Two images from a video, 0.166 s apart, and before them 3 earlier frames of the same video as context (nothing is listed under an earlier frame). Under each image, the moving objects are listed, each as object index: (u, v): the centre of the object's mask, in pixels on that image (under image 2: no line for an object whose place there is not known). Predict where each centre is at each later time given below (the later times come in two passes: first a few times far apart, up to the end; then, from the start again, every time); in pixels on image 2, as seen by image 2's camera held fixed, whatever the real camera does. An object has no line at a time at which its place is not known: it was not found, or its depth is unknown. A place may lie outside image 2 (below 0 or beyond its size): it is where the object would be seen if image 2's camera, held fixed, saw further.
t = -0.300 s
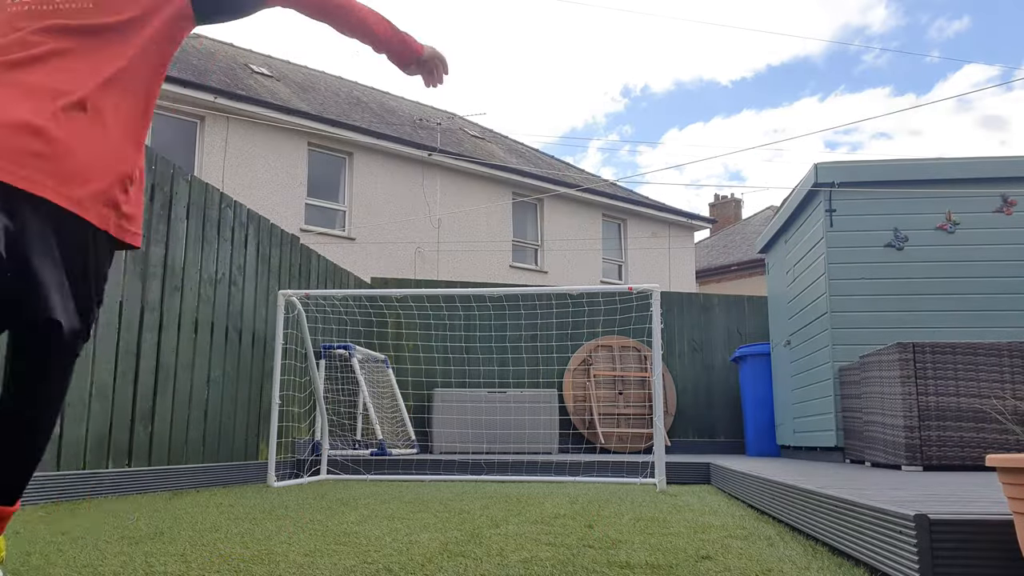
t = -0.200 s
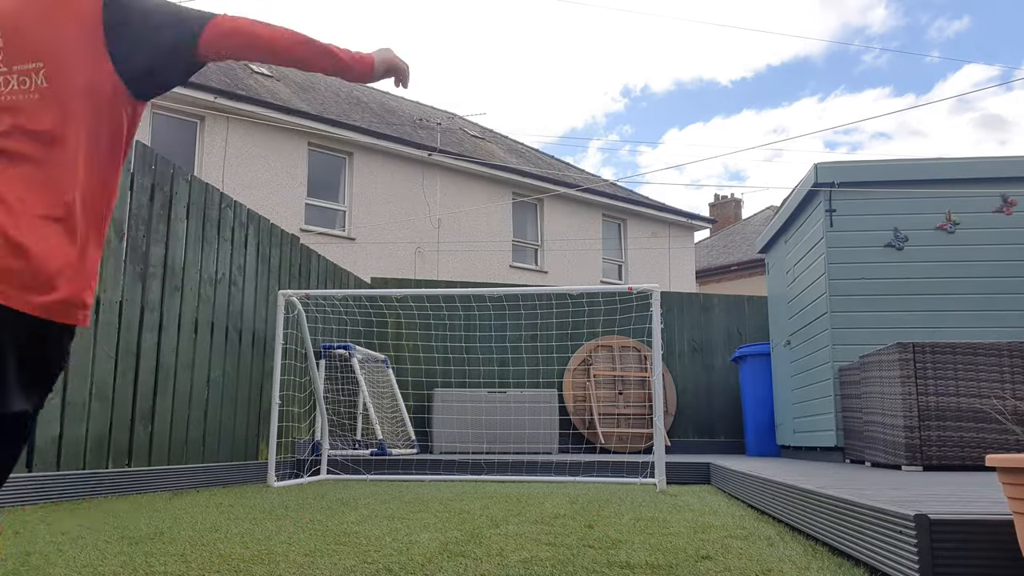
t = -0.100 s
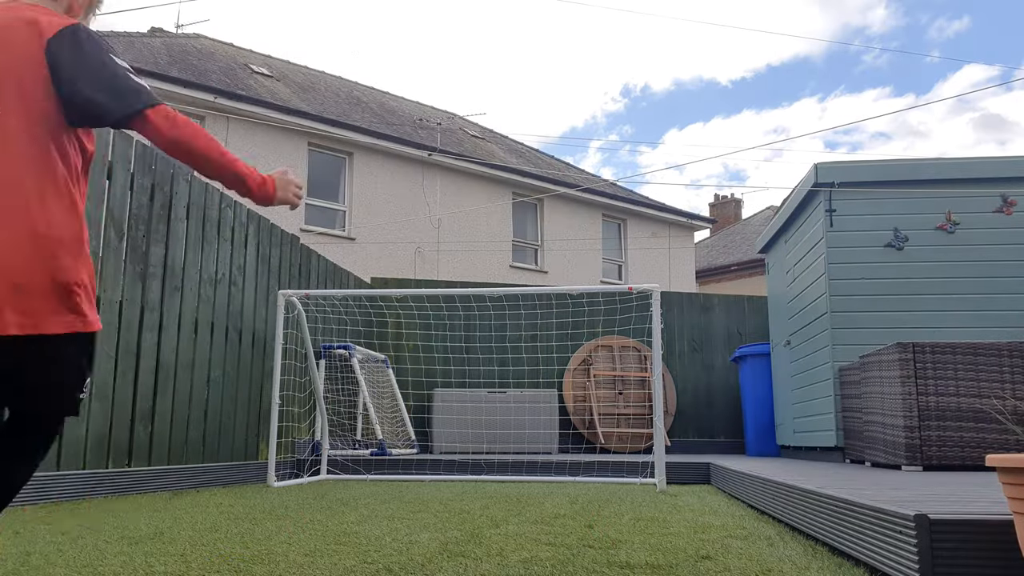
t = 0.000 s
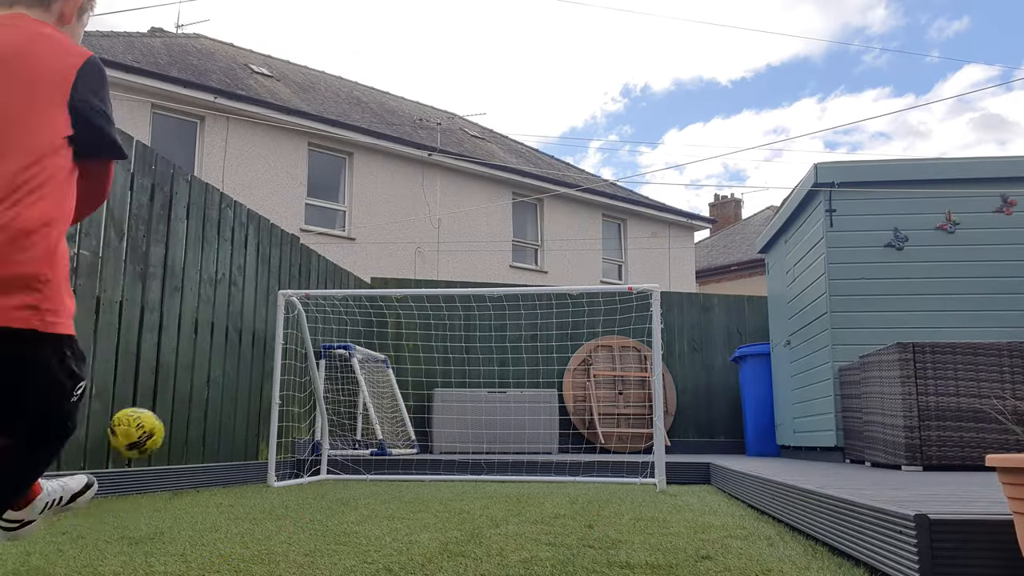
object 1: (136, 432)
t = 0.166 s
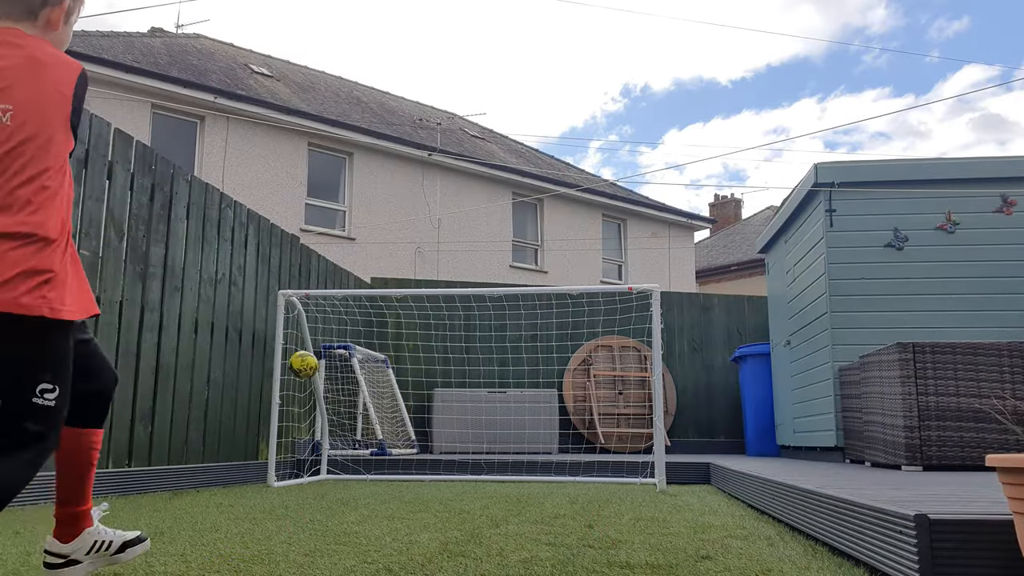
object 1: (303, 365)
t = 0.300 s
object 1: (356, 363)
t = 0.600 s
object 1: (352, 402)
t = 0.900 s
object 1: (328, 339)
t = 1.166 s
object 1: (294, 420)
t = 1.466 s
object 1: (249, 420)
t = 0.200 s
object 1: (320, 363)
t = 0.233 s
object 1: (335, 360)
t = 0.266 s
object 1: (346, 361)
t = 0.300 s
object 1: (356, 363)
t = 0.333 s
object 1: (360, 377)
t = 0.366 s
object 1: (360, 404)
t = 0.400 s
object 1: (360, 432)
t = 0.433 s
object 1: (360, 465)
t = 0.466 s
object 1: (359, 466)
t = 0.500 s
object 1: (357, 447)
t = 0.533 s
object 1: (356, 431)
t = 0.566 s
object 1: (354, 416)
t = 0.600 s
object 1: (352, 402)
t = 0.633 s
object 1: (350, 390)
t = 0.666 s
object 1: (348, 378)
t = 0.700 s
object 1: (345, 366)
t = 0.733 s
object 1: (343, 359)
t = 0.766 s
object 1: (340, 351)
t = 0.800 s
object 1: (338, 346)
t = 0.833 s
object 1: (335, 343)
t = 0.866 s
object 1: (332, 340)
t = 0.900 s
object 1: (328, 339)
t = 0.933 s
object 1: (325, 340)
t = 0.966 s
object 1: (321, 344)
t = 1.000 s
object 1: (317, 350)
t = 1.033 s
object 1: (313, 359)
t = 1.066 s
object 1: (309, 369)
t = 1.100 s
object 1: (304, 382)
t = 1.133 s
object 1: (299, 398)
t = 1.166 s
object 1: (294, 420)
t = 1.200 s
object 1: (287, 443)
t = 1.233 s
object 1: (281, 471)
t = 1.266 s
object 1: (274, 494)
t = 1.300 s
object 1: (270, 476)
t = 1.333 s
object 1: (267, 460)
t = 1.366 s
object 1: (262, 448)
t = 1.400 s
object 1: (258, 436)
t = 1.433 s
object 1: (254, 428)
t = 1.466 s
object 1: (249, 420)
